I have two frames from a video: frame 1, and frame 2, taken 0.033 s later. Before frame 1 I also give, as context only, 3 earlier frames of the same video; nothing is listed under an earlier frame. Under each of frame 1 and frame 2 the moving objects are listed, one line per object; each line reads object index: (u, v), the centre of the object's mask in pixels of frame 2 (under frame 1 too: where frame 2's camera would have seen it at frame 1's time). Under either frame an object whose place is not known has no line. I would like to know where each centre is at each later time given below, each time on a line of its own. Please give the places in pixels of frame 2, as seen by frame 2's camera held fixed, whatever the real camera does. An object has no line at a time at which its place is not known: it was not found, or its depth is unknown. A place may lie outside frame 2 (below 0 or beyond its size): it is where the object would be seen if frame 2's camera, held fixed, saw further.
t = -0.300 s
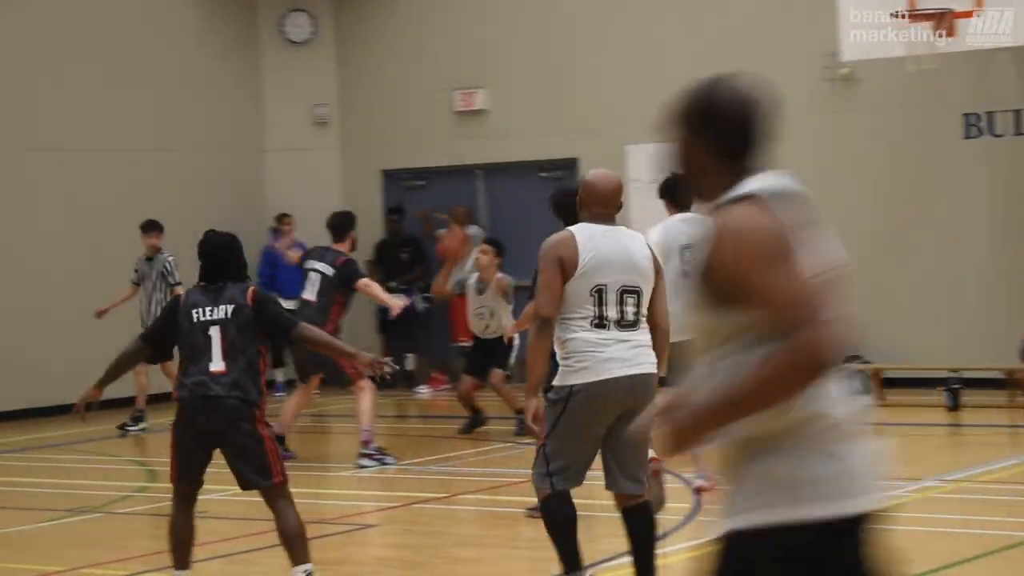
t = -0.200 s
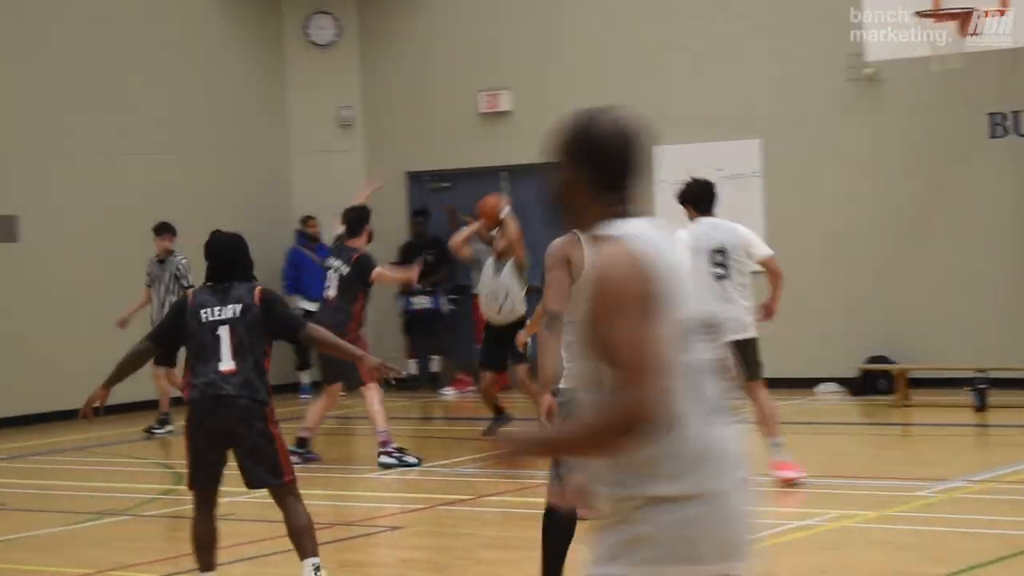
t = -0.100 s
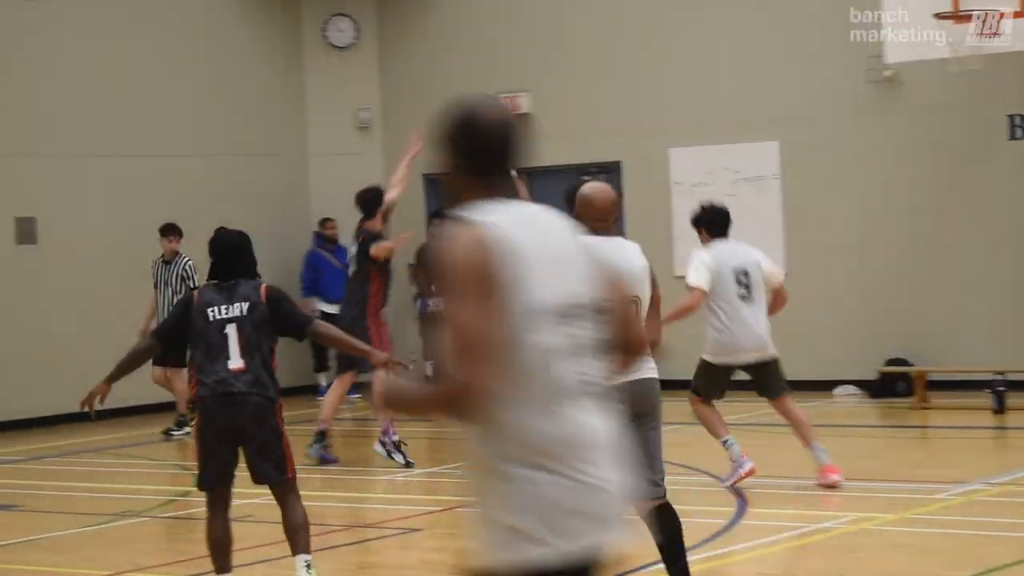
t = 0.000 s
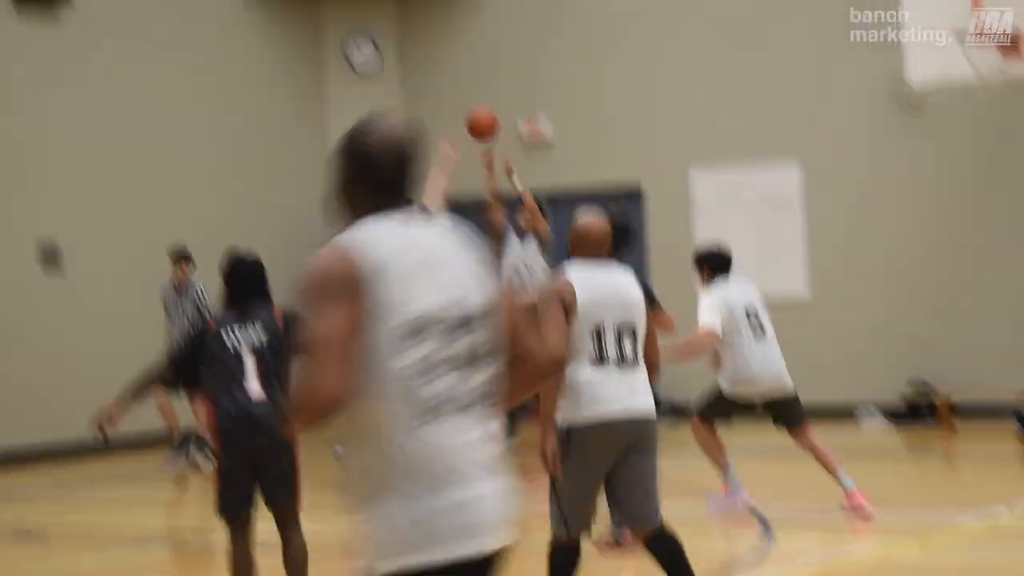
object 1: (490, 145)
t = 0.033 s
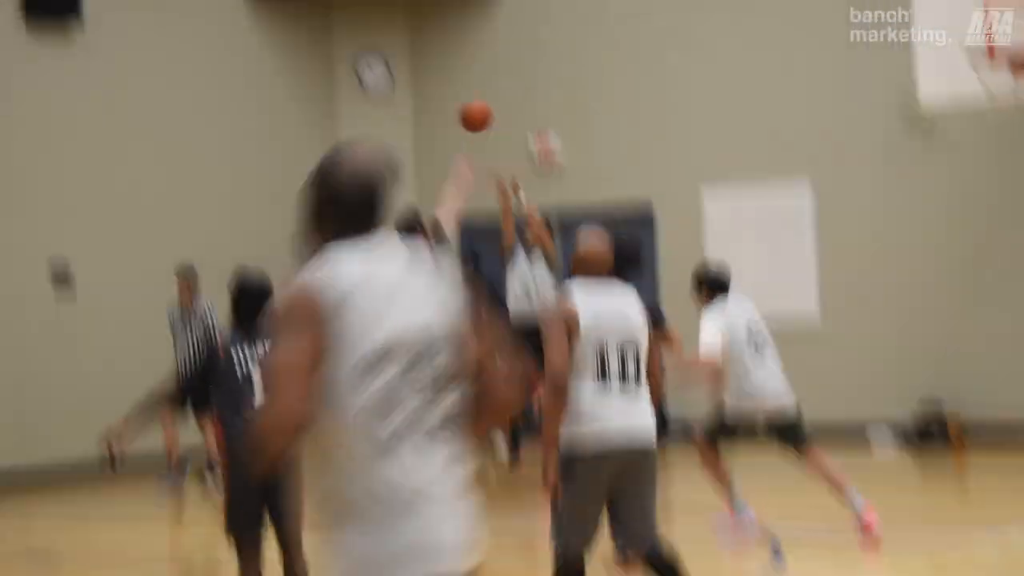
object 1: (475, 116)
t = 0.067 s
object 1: (460, 93)
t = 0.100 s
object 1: (448, 68)
